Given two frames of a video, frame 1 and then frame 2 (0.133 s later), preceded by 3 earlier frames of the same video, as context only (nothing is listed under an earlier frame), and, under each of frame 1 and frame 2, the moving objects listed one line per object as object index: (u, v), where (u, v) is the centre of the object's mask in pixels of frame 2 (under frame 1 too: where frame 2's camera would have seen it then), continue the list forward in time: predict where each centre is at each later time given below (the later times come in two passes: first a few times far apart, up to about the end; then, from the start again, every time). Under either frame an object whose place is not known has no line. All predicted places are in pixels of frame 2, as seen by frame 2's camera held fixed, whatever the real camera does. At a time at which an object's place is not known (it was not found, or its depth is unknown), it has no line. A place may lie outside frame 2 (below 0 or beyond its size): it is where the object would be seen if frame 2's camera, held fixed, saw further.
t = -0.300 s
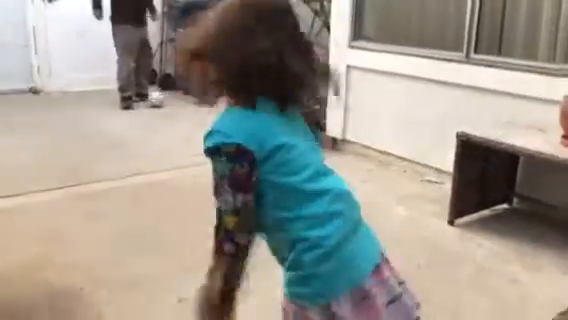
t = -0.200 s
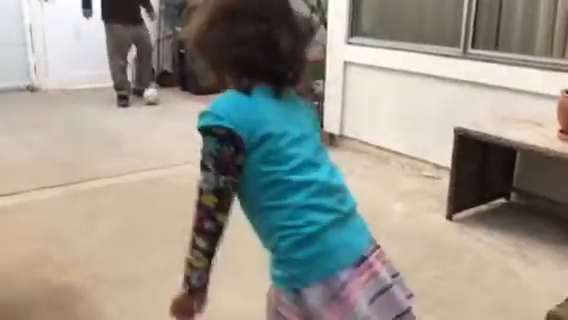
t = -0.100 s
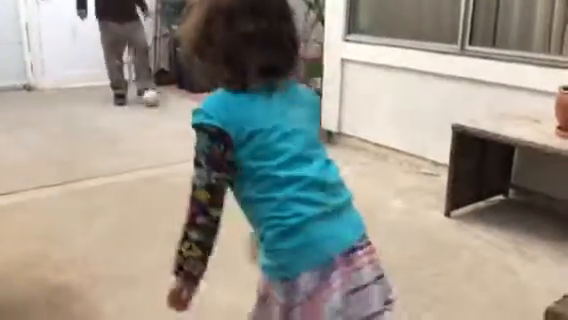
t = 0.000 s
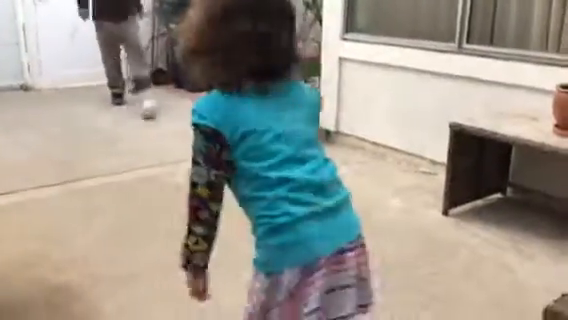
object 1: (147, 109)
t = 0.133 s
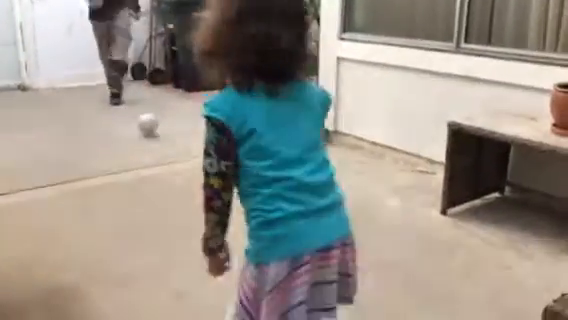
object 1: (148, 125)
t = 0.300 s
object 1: (148, 142)
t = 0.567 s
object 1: (151, 198)
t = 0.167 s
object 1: (147, 129)
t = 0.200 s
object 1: (148, 137)
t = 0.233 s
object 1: (149, 141)
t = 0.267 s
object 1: (149, 143)
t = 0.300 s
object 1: (148, 142)
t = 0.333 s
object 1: (148, 146)
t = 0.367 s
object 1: (149, 153)
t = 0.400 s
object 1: (149, 166)
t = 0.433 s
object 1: (150, 170)
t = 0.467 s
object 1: (150, 173)
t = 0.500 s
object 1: (151, 179)
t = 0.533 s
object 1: (150, 189)
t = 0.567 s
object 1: (151, 198)
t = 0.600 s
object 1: (151, 203)
